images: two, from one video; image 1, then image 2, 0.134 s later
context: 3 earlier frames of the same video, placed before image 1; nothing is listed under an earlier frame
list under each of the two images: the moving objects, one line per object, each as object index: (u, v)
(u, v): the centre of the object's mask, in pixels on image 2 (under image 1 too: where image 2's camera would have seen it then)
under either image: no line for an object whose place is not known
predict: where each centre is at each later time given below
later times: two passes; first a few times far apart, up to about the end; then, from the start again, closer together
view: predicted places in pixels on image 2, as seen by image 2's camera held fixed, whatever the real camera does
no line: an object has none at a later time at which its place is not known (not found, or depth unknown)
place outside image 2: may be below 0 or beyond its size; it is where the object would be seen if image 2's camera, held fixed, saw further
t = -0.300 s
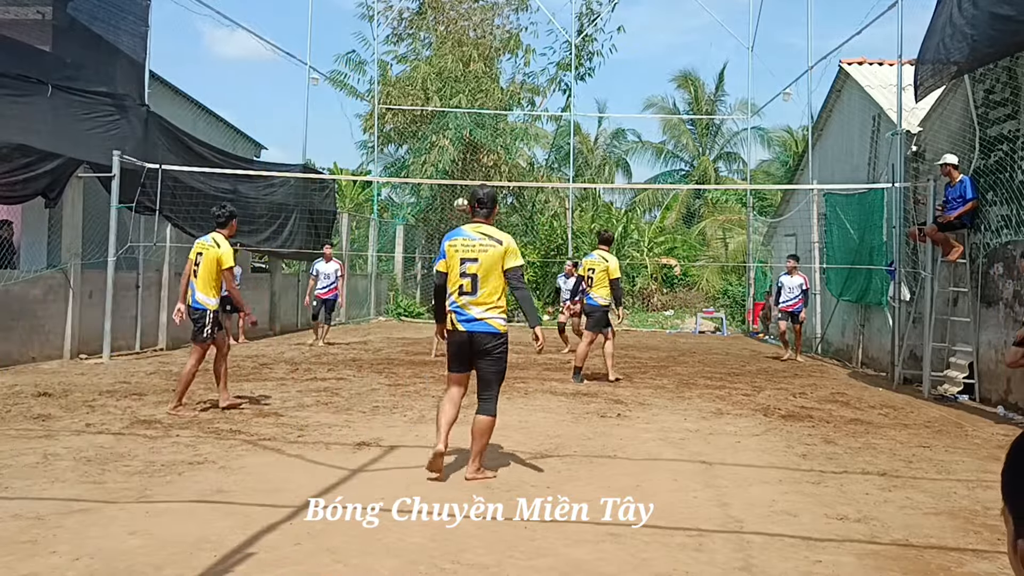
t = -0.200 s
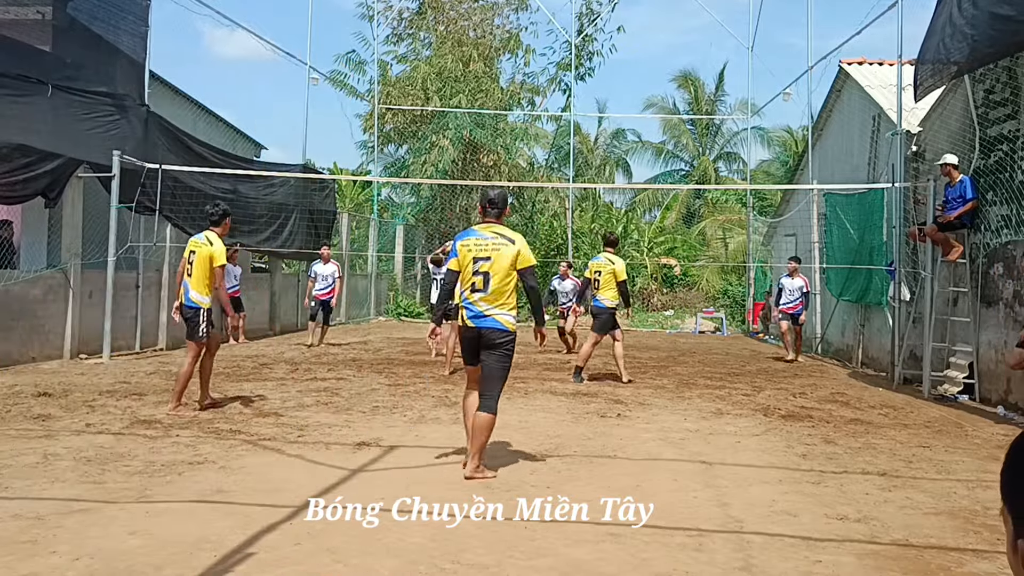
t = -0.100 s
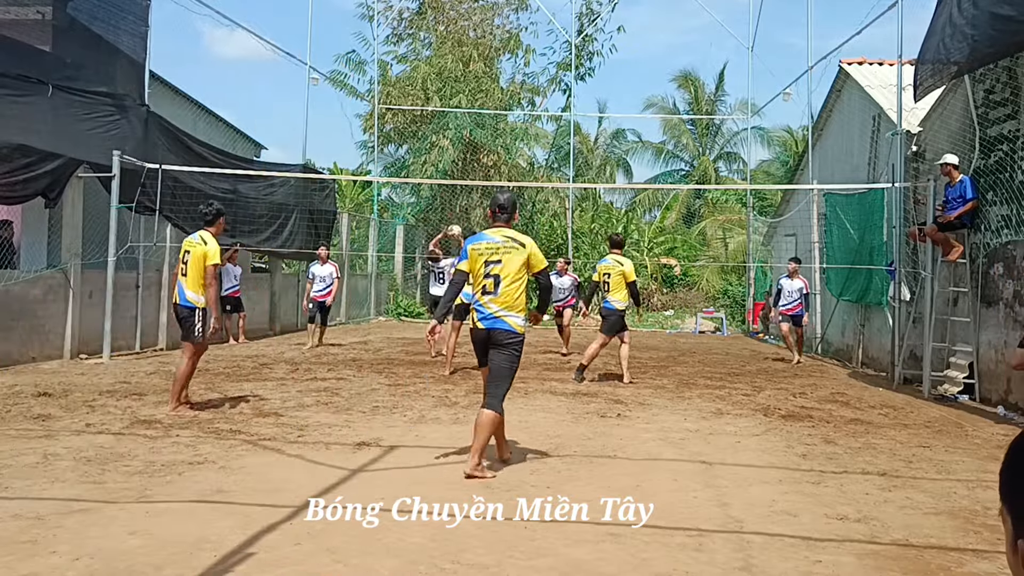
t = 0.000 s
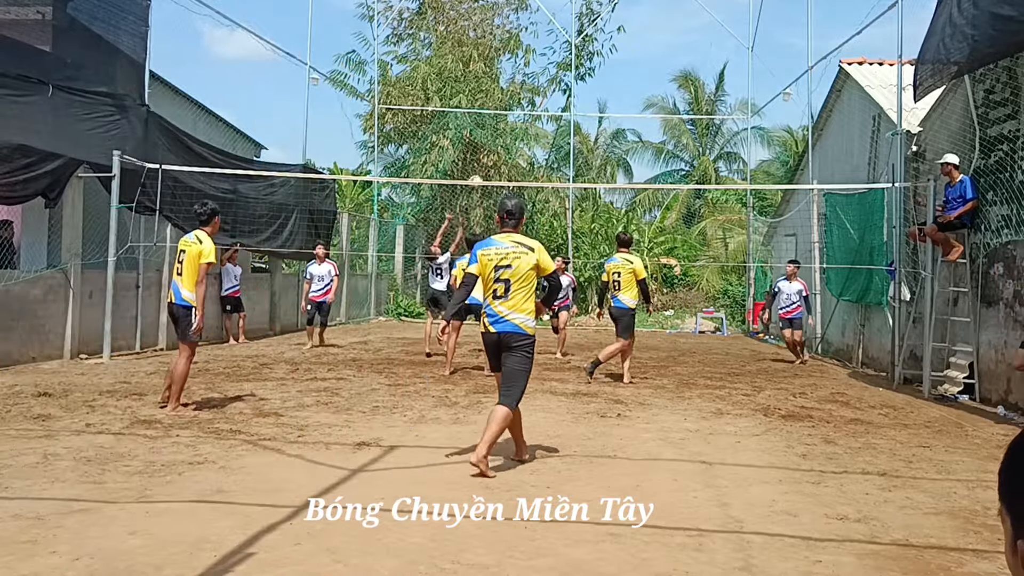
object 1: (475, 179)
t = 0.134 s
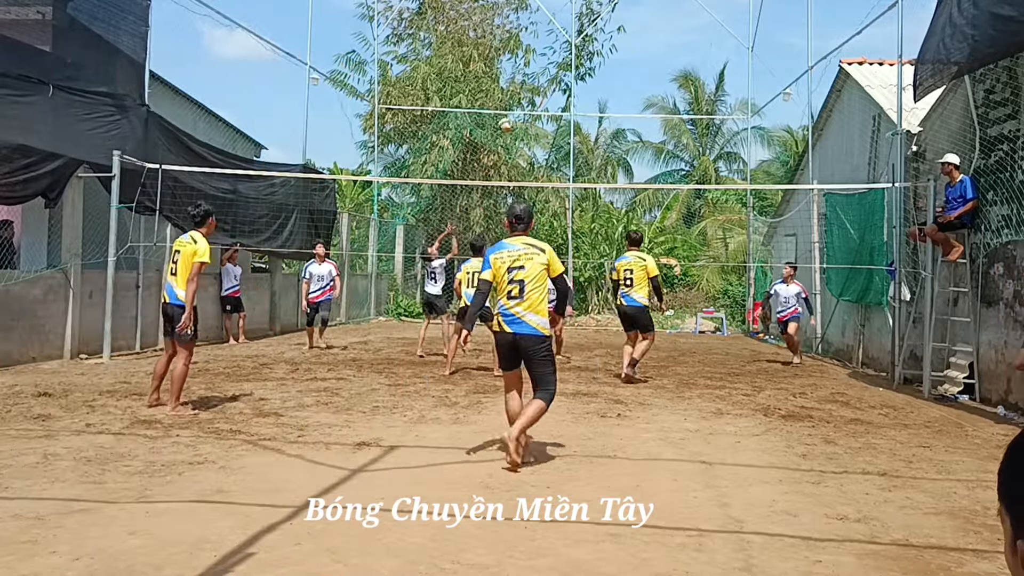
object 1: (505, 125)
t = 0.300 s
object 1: (542, 71)
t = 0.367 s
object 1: (557, 52)
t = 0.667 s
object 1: (621, 12)
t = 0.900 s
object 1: (670, 26)
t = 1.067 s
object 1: (703, 61)
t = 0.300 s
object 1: (542, 71)
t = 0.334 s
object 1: (550, 61)
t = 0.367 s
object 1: (557, 52)
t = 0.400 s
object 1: (565, 45)
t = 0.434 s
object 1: (572, 38)
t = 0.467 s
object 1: (579, 32)
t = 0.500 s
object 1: (586, 26)
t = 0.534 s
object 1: (593, 22)
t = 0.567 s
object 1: (600, 18)
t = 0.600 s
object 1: (607, 15)
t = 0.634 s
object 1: (615, 14)
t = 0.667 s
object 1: (621, 12)
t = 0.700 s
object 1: (628, 12)
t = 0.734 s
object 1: (636, 12)
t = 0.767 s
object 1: (643, 13)
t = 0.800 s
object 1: (650, 15)
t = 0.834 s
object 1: (657, 18)
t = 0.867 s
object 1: (663, 21)
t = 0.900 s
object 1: (670, 26)
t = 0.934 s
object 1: (677, 31)
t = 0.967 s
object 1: (684, 37)
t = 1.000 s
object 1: (690, 44)
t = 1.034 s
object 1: (697, 52)
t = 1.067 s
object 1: (703, 61)
